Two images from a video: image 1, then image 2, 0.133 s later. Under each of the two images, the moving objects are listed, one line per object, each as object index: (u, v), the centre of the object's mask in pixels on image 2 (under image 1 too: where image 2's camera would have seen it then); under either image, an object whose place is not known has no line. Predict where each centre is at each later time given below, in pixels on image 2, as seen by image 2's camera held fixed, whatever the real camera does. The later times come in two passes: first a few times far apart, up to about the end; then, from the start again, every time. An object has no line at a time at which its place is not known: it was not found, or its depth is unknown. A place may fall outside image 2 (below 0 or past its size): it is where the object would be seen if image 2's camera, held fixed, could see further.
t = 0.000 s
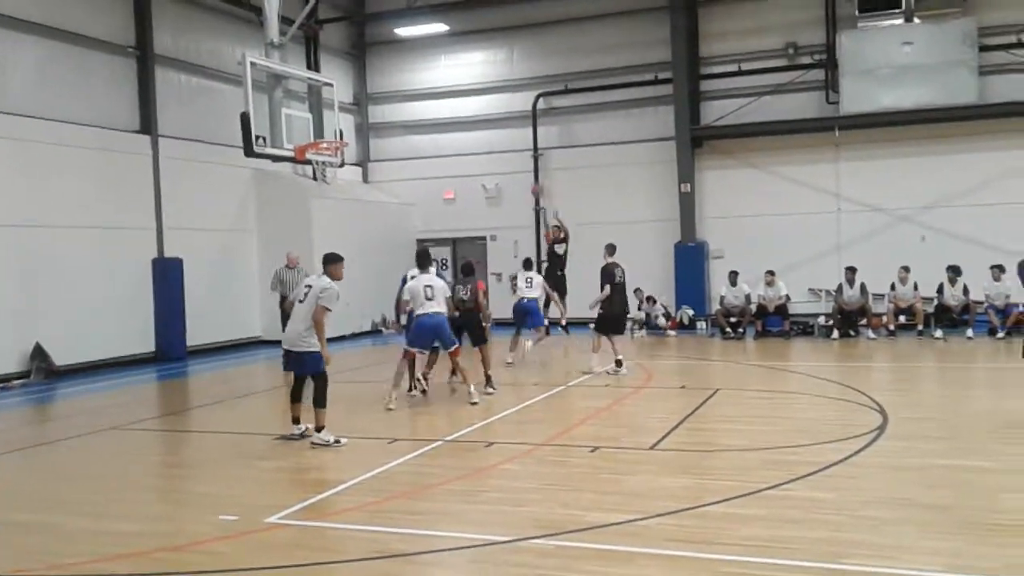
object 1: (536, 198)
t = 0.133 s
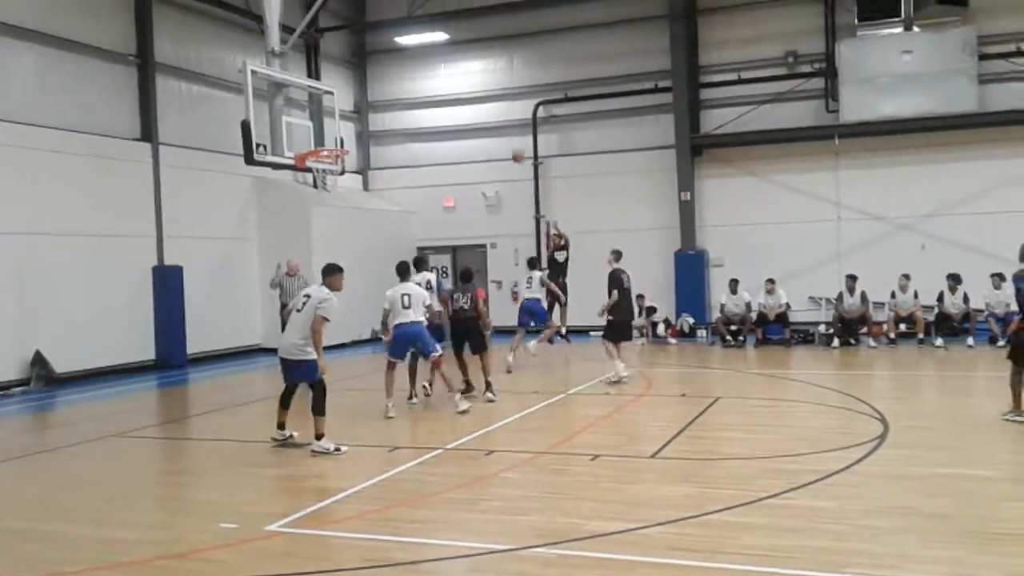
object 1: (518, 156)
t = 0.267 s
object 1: (498, 120)
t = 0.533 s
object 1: (452, 74)
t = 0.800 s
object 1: (400, 72)
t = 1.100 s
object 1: (332, 134)
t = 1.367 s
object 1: (358, 193)
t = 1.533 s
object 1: (386, 232)
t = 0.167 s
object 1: (513, 146)
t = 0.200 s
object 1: (505, 134)
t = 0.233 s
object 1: (503, 130)
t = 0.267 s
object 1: (498, 120)
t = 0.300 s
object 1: (492, 113)
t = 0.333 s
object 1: (487, 104)
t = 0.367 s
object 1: (481, 100)
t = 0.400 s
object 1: (476, 92)
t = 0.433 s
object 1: (470, 87)
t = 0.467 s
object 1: (464, 82)
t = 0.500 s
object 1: (458, 78)
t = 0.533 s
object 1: (452, 74)
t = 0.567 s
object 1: (446, 71)
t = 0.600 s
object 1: (440, 70)
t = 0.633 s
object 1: (434, 69)
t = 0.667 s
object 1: (427, 68)
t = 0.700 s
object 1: (420, 68)
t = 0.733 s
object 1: (414, 68)
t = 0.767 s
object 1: (407, 68)
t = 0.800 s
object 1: (400, 72)
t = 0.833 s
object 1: (394, 75)
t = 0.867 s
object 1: (386, 79)
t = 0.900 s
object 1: (379, 83)
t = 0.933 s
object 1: (372, 89)
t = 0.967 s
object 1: (364, 96)
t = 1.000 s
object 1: (358, 104)
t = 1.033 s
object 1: (347, 113)
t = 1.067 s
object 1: (340, 124)
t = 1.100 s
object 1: (332, 134)
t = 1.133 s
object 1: (324, 151)
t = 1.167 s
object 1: (314, 160)
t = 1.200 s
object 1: (329, 166)
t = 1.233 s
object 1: (333, 177)
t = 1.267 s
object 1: (341, 179)
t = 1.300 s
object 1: (347, 184)
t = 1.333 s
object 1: (352, 188)
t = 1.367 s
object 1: (358, 193)
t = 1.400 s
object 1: (363, 199)
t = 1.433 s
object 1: (369, 206)
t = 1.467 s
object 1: (375, 214)
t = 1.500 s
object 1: (381, 222)
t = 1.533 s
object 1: (386, 232)
